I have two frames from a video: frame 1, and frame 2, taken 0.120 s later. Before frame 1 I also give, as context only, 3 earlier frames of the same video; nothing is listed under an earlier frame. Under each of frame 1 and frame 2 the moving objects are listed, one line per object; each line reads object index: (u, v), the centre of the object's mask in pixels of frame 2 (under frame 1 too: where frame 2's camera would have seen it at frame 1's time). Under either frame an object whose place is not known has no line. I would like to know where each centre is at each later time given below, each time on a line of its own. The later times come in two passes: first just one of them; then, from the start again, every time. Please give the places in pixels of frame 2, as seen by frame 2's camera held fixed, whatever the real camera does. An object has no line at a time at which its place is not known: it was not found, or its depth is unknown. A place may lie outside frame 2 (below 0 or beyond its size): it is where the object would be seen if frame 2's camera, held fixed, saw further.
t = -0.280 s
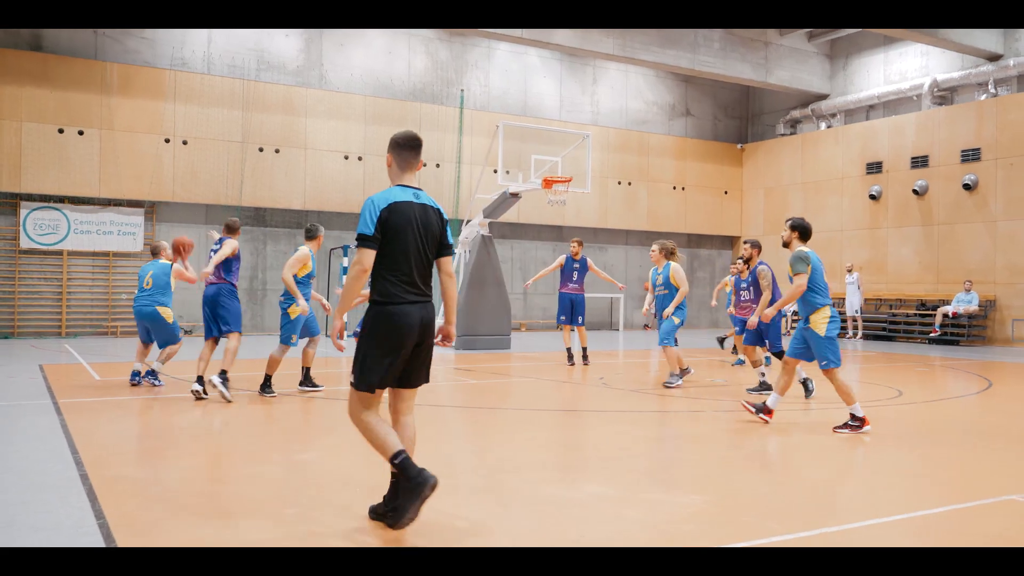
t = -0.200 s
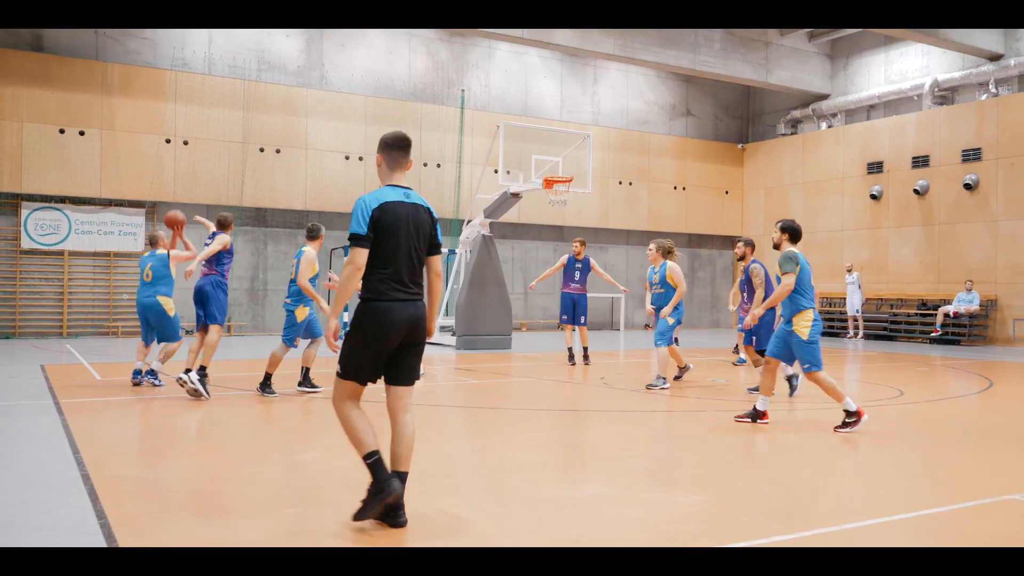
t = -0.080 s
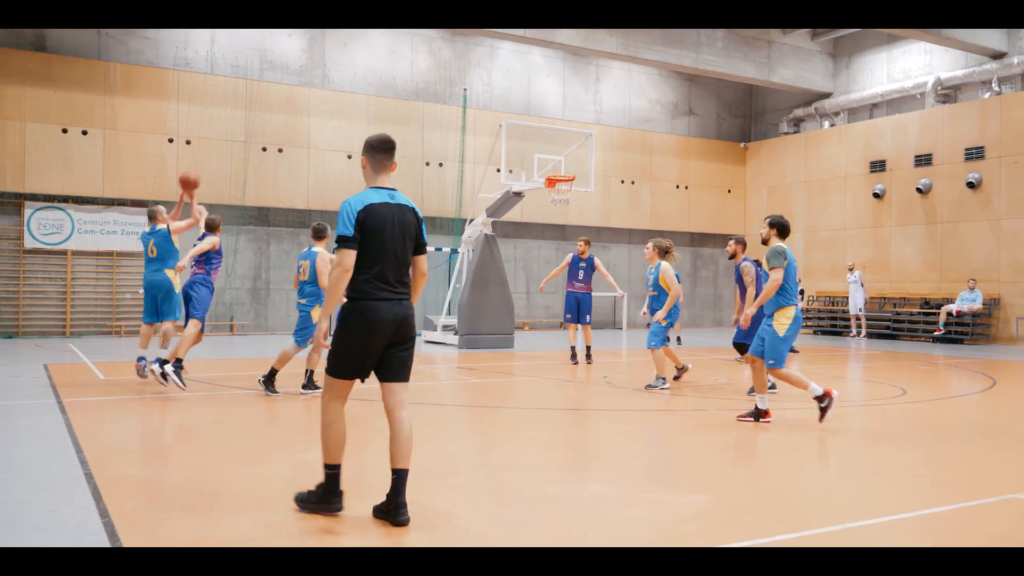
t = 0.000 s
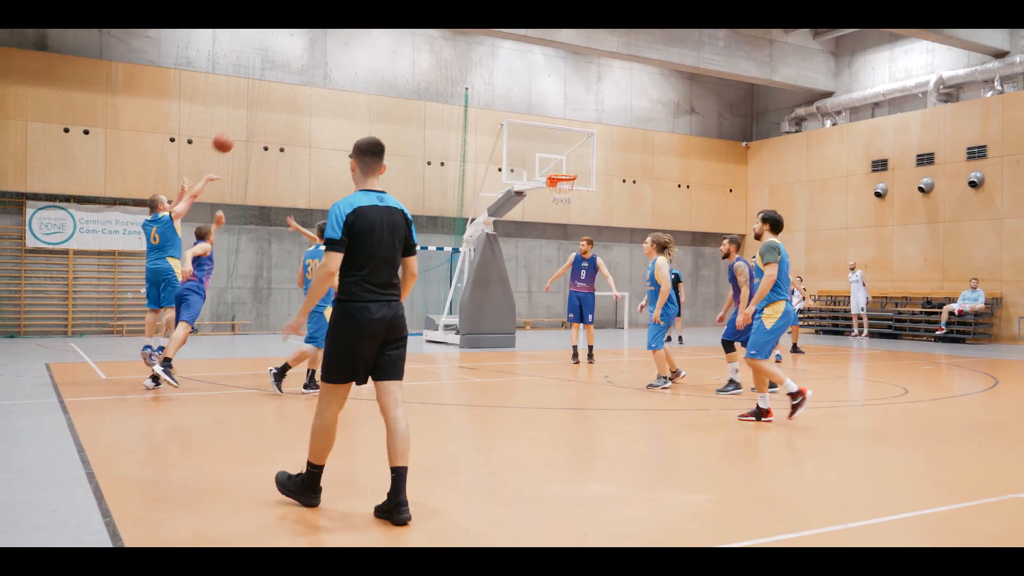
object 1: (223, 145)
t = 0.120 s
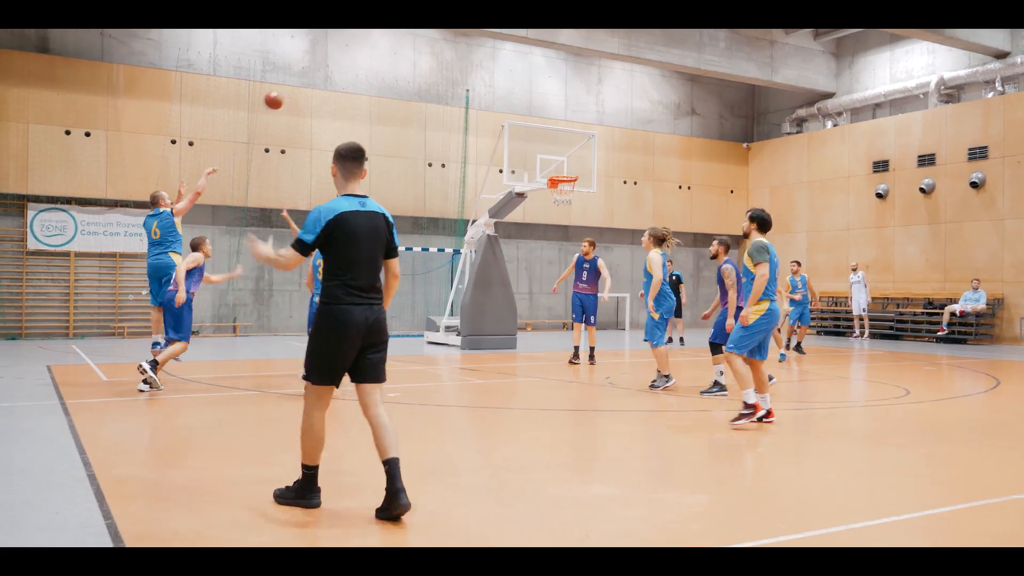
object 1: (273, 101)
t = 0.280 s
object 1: (333, 62)
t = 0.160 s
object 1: (289, 89)
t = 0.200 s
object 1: (304, 78)
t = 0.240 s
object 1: (319, 70)
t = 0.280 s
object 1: (333, 62)
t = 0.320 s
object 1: (346, 56)
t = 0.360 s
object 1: (361, 52)
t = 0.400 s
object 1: (375, 48)
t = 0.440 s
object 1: (388, 44)
